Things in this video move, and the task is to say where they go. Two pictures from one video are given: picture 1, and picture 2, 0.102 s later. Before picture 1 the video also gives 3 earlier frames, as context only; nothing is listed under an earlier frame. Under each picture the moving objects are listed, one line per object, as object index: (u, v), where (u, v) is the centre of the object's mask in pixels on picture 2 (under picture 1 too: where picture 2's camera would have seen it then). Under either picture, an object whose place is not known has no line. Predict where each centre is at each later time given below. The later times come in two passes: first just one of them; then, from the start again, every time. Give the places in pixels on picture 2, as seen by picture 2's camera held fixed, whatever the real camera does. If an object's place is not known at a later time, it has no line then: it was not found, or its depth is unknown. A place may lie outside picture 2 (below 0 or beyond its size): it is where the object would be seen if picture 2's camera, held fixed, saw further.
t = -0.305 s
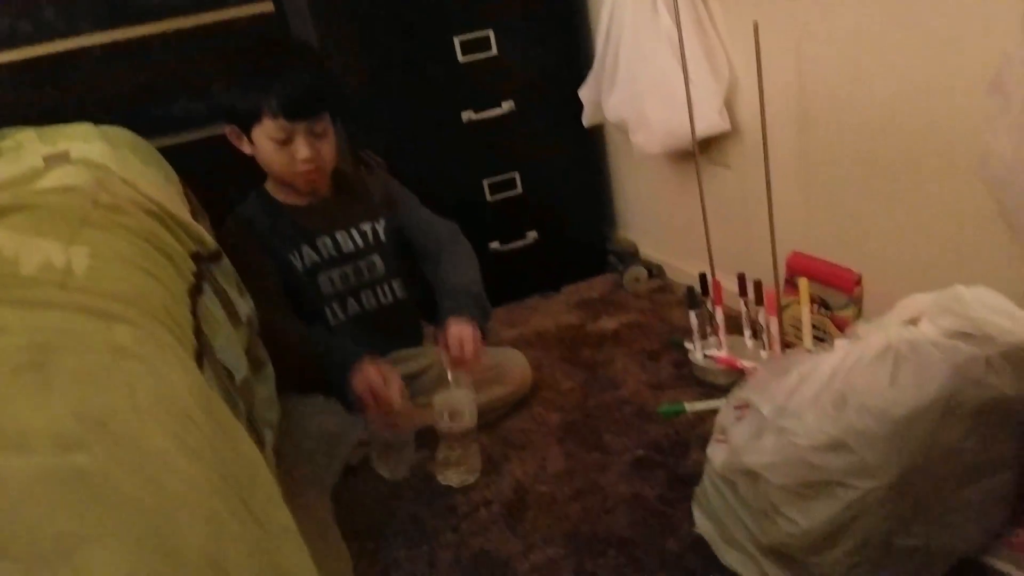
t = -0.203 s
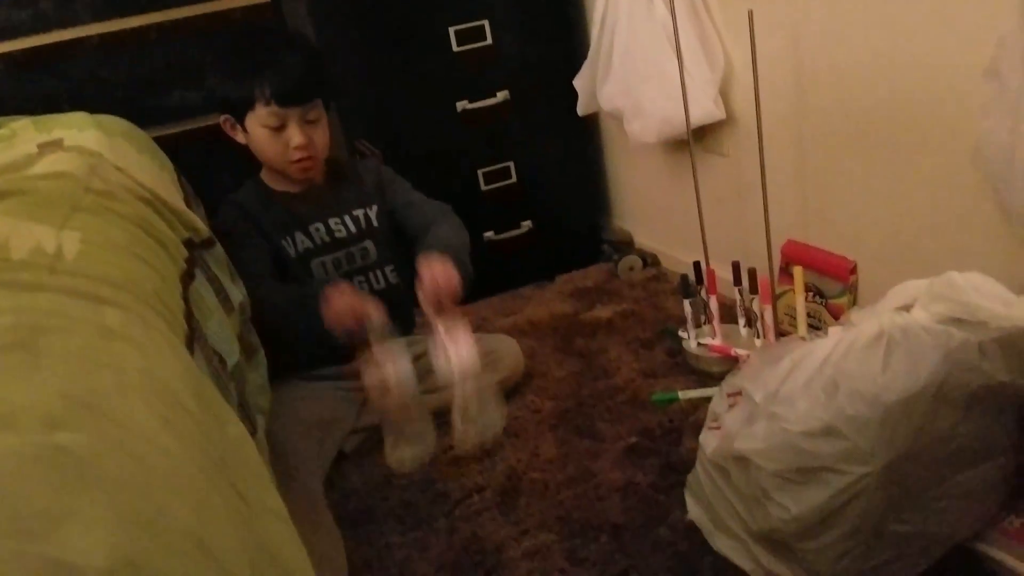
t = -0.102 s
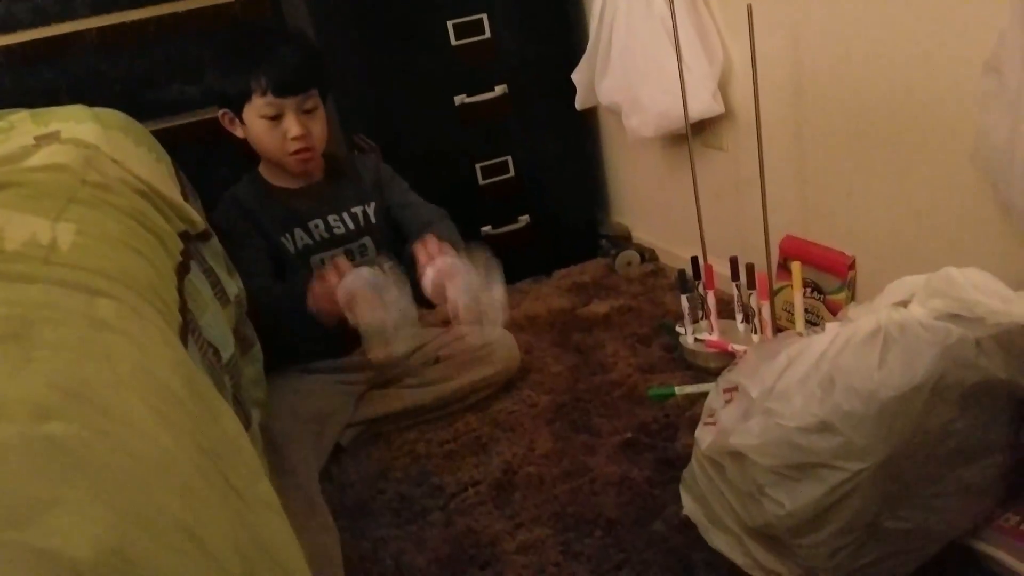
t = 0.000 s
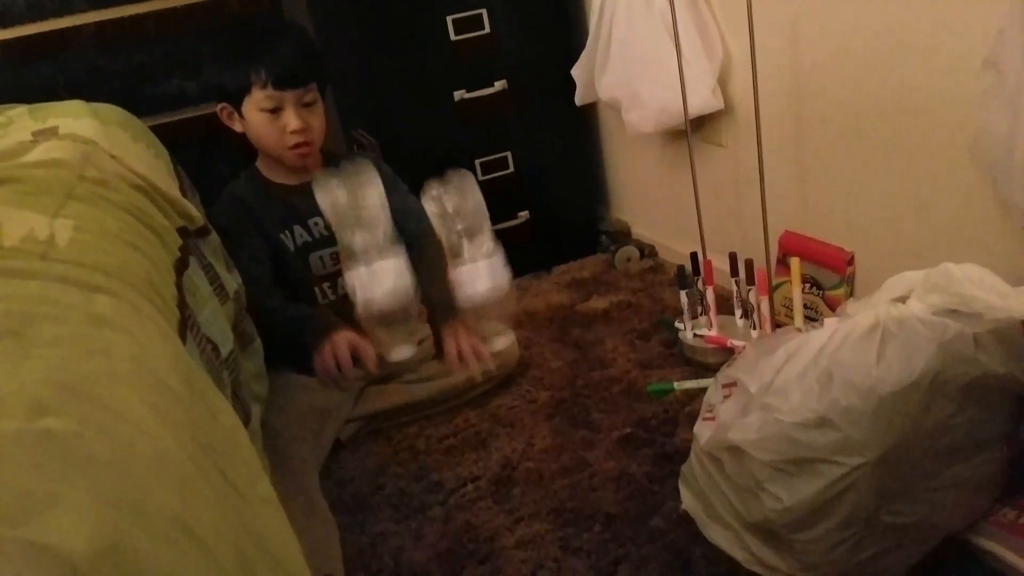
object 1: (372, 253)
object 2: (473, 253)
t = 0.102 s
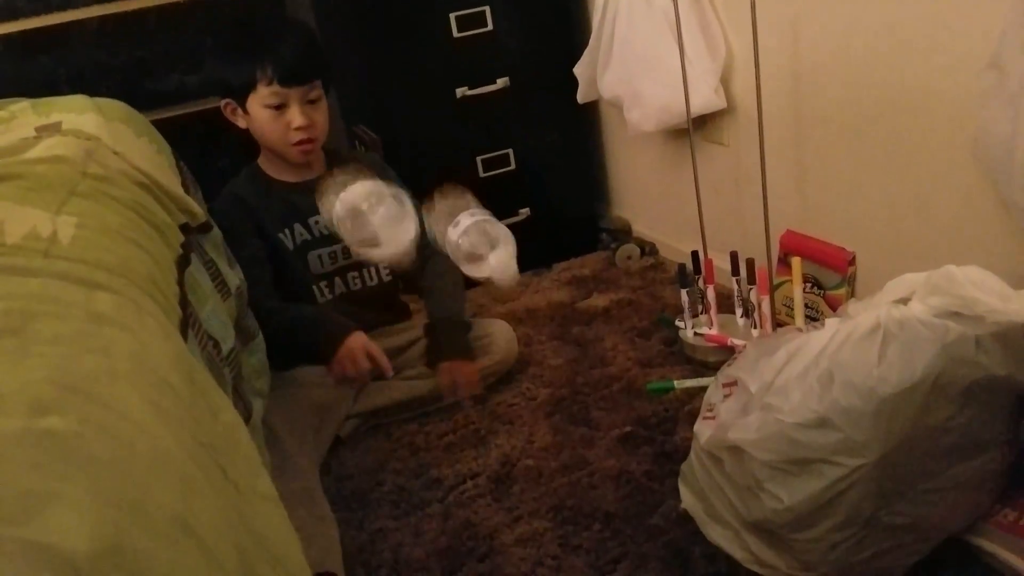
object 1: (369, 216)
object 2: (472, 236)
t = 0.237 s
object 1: (392, 324)
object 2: (489, 339)
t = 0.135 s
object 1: (370, 222)
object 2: (471, 248)
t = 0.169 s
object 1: (377, 248)
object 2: (476, 273)
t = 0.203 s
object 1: (385, 279)
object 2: (481, 303)
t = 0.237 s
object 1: (392, 324)
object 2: (489, 339)
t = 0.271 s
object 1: (401, 369)
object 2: (493, 373)
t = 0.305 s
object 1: (413, 424)
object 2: (506, 424)
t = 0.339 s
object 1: (427, 487)
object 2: (514, 469)
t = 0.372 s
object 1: (436, 531)
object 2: (515, 467)
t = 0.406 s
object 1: (438, 548)
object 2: (516, 468)
